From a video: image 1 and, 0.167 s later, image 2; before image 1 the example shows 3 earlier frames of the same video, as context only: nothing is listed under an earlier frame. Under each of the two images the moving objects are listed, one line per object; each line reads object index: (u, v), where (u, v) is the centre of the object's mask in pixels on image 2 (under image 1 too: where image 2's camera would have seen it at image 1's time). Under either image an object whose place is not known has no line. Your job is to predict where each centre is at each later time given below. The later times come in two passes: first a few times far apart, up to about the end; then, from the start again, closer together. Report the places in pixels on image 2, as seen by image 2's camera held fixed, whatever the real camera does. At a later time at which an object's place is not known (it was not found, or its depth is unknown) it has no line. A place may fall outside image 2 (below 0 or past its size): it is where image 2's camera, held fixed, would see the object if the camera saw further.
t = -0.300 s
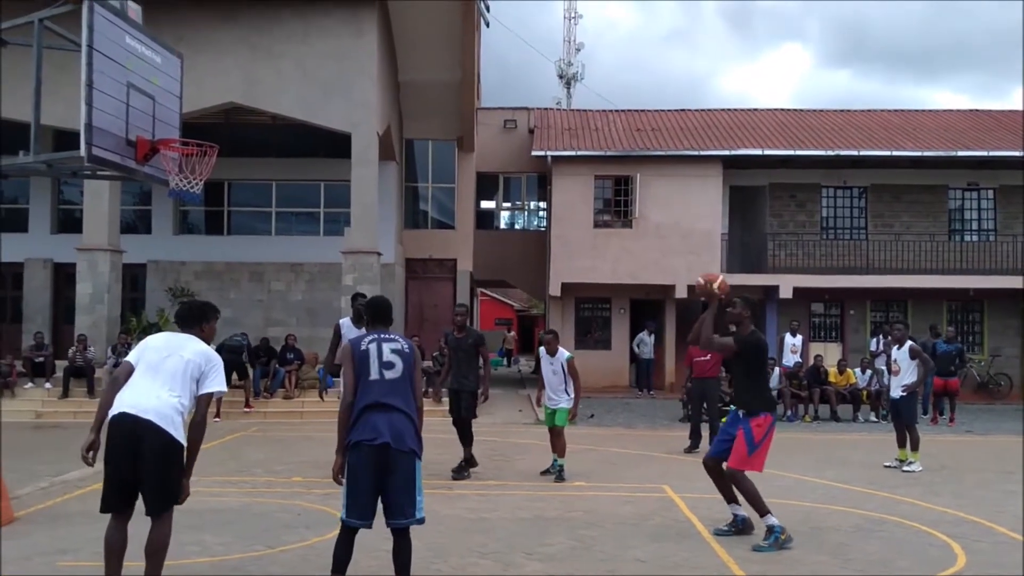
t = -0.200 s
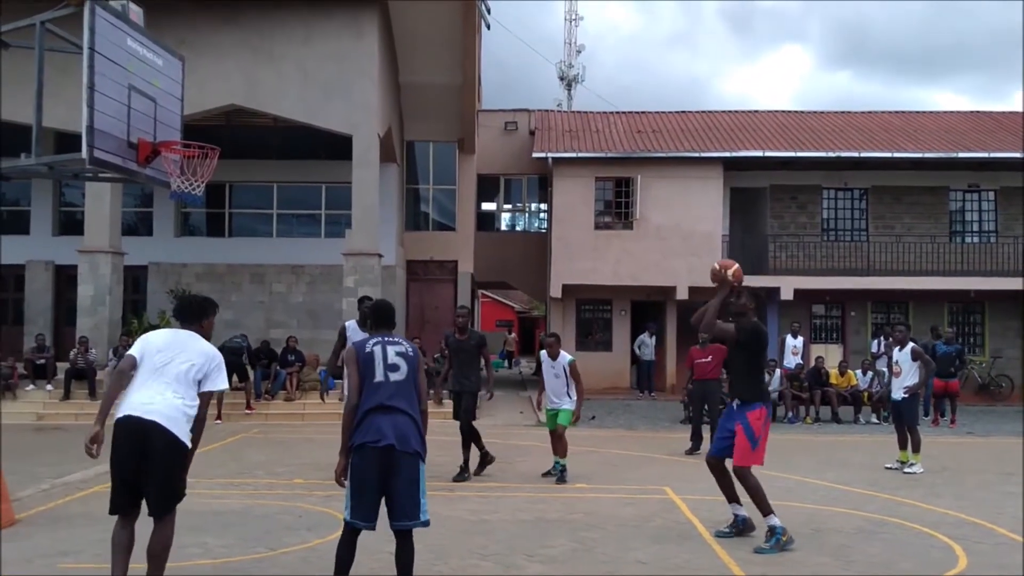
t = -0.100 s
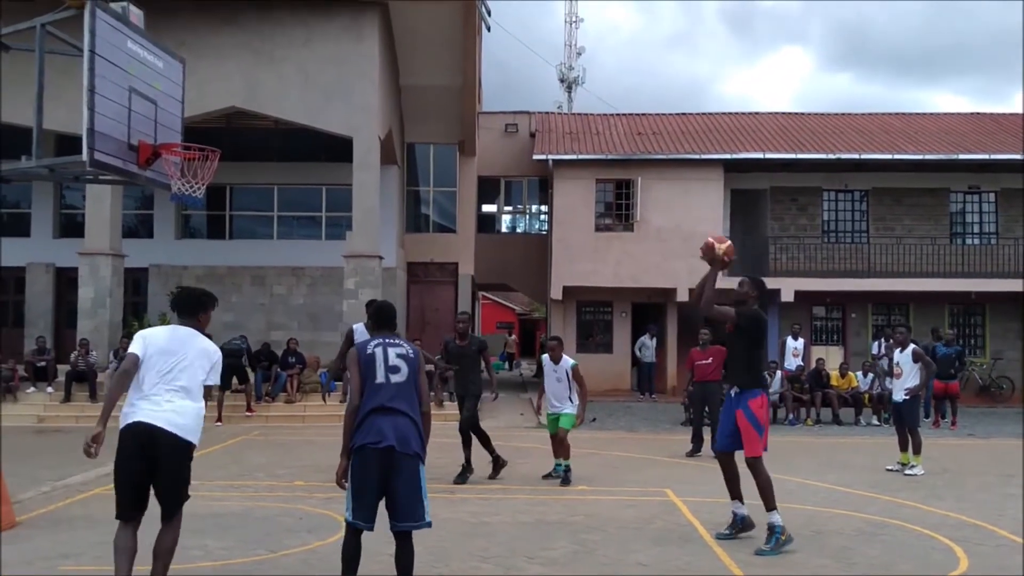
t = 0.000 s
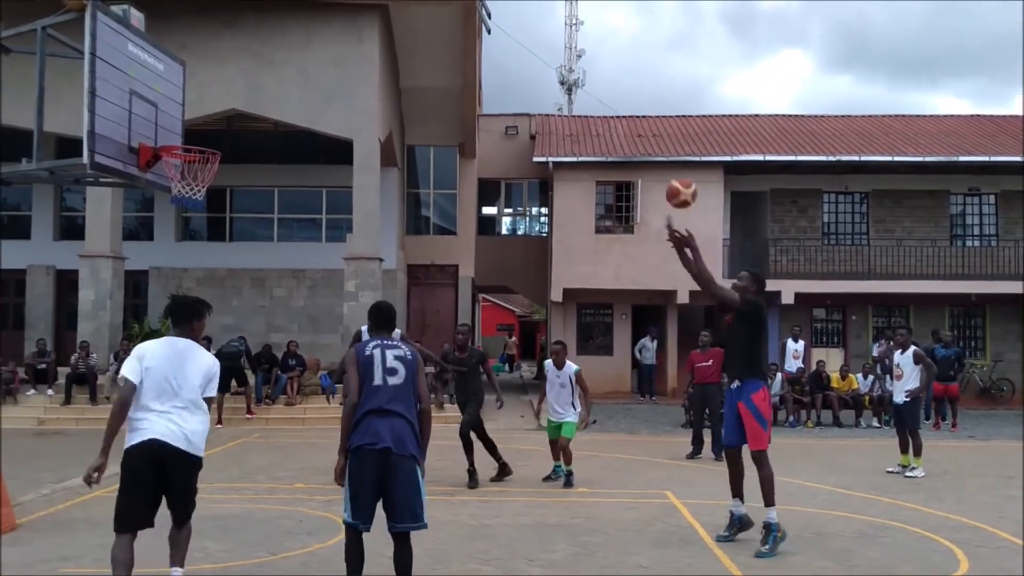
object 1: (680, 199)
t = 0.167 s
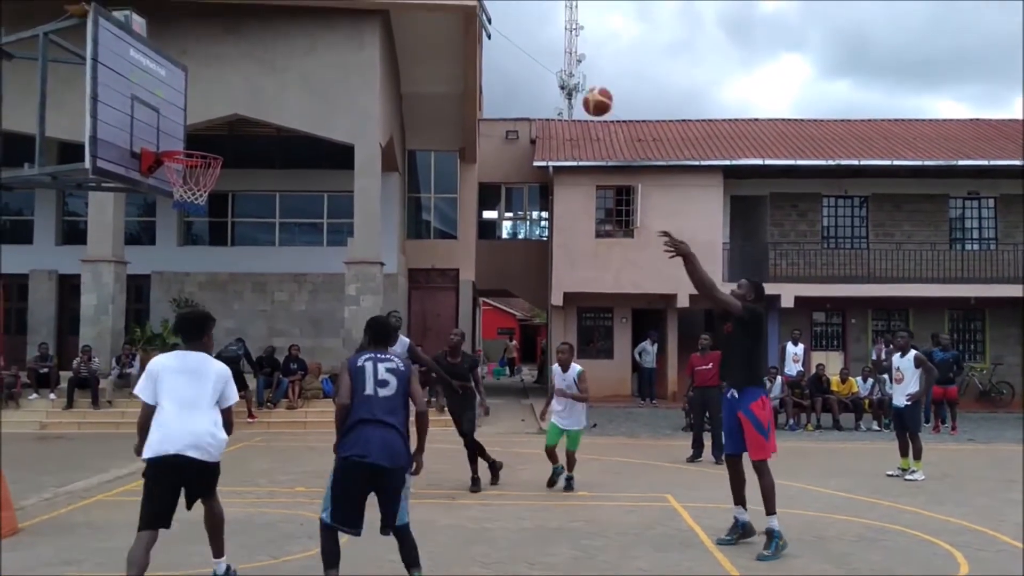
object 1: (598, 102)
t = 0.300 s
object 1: (533, 49)
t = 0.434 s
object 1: (471, 18)
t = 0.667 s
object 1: (362, 15)
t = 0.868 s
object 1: (269, 63)
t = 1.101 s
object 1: (195, 158)
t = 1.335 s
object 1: (181, 236)
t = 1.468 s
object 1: (167, 302)
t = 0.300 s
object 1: (533, 49)
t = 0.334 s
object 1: (517, 39)
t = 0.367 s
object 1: (501, 31)
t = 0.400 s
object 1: (486, 24)
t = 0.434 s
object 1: (471, 18)
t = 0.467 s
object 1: (454, 14)
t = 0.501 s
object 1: (438, 12)
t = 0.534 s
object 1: (424, 10)
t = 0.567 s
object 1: (408, 10)
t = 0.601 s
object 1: (393, 10)
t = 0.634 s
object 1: (377, 12)
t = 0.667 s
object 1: (362, 15)
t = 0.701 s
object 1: (346, 20)
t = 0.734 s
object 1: (331, 26)
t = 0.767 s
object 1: (315, 33)
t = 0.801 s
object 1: (301, 42)
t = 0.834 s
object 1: (285, 52)
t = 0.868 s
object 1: (269, 63)
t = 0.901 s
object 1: (255, 76)
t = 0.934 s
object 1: (239, 89)
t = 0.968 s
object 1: (224, 105)
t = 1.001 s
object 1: (208, 119)
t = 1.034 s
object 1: (194, 137)
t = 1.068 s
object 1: (185, 152)
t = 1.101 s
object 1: (195, 158)
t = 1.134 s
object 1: (198, 168)
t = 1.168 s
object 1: (197, 176)
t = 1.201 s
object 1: (191, 184)
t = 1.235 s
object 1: (187, 194)
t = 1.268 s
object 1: (185, 209)
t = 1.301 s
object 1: (183, 223)
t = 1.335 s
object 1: (181, 236)
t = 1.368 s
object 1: (178, 251)
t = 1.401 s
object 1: (175, 267)
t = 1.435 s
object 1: (172, 284)
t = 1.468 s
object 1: (167, 302)
